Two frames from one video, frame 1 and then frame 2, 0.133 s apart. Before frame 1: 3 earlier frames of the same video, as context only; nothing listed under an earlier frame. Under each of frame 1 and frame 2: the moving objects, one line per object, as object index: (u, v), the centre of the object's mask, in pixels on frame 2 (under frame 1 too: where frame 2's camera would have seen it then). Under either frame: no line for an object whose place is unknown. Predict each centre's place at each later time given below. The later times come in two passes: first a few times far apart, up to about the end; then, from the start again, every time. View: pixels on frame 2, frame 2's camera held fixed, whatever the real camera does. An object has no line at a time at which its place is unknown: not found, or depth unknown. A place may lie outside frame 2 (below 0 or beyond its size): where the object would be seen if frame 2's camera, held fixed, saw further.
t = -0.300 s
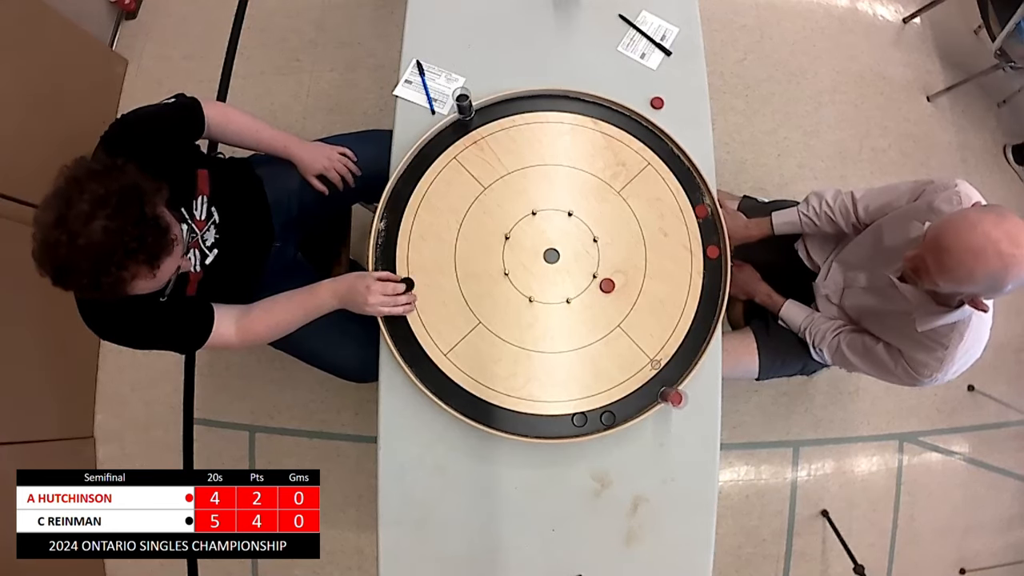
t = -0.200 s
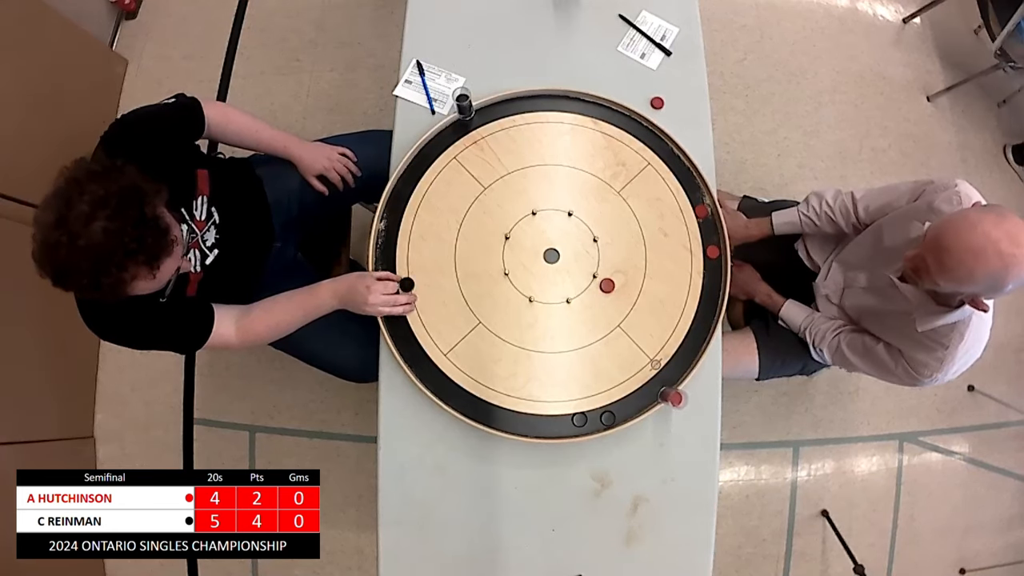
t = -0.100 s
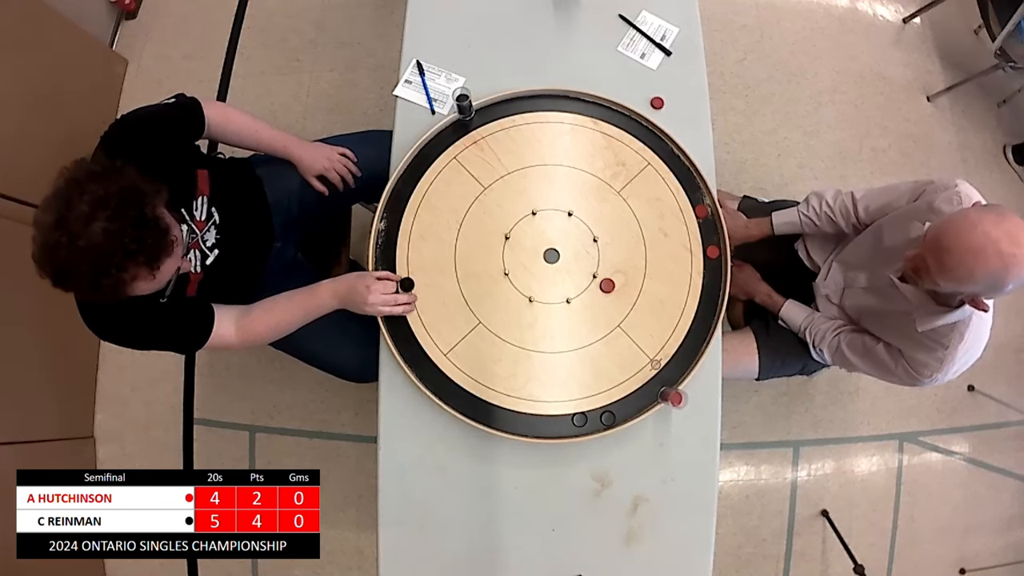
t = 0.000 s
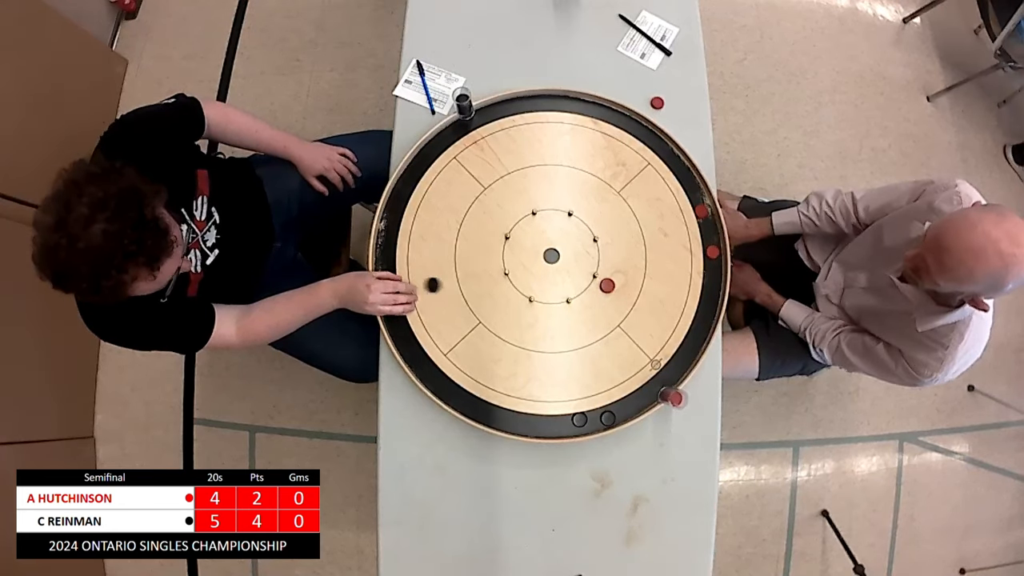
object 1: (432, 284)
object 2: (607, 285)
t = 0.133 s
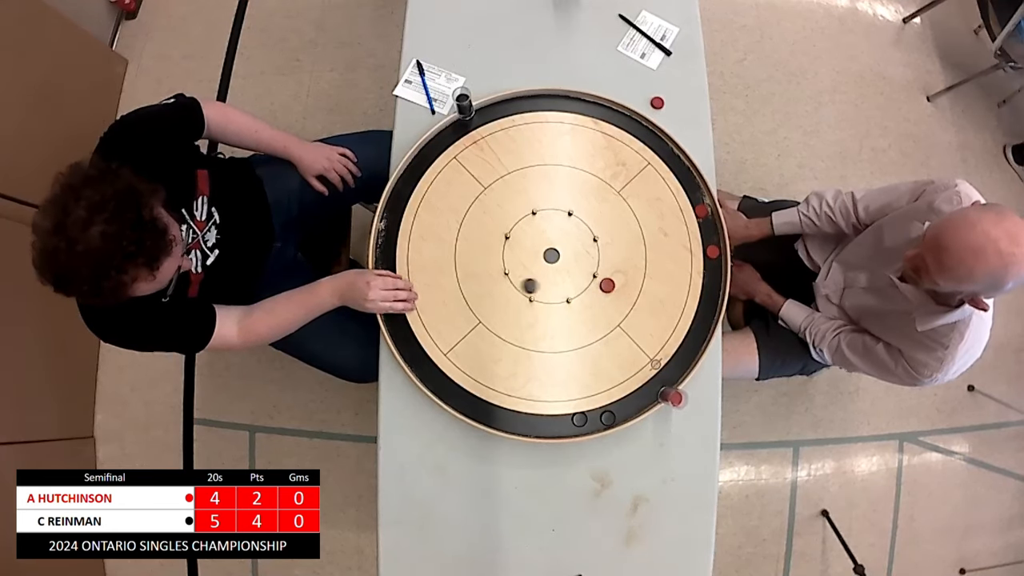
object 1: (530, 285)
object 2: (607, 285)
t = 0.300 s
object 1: (598, 288)
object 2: (649, 282)
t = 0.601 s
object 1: (606, 292)
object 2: (714, 274)
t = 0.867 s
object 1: (606, 292)
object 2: (710, 273)
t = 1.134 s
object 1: (607, 292)
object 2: (710, 273)
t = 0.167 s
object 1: (553, 285)
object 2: (607, 285)
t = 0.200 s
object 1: (576, 285)
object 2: (607, 285)
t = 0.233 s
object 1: (593, 286)
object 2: (612, 285)
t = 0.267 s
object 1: (596, 287)
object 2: (631, 283)
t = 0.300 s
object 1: (598, 288)
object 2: (649, 282)
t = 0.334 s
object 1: (600, 289)
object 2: (666, 281)
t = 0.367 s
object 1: (602, 290)
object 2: (681, 280)
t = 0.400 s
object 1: (603, 290)
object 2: (697, 279)
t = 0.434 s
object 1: (604, 291)
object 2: (711, 278)
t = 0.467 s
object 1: (605, 291)
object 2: (714, 277)
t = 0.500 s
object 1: (606, 291)
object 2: (710, 274)
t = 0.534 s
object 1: (606, 292)
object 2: (714, 274)
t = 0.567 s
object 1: (606, 292)
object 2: (716, 274)
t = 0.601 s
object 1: (606, 292)
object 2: (714, 274)
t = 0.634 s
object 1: (606, 292)
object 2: (712, 274)
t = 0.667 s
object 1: (606, 292)
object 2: (711, 274)
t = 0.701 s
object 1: (606, 292)
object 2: (710, 274)
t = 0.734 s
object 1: (606, 292)
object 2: (710, 273)
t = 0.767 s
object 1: (606, 292)
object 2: (710, 273)
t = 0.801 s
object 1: (606, 292)
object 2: (710, 273)
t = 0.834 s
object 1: (606, 292)
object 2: (710, 274)
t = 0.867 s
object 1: (606, 292)
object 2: (710, 273)
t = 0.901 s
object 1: (607, 292)
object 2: (710, 274)
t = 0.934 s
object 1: (606, 292)
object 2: (710, 274)
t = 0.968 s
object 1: (607, 292)
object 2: (710, 274)
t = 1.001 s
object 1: (607, 292)
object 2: (710, 273)
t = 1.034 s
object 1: (607, 292)
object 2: (710, 273)
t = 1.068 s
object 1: (607, 292)
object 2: (710, 273)
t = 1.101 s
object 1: (607, 292)
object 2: (710, 274)
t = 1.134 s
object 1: (607, 292)
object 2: (710, 273)
